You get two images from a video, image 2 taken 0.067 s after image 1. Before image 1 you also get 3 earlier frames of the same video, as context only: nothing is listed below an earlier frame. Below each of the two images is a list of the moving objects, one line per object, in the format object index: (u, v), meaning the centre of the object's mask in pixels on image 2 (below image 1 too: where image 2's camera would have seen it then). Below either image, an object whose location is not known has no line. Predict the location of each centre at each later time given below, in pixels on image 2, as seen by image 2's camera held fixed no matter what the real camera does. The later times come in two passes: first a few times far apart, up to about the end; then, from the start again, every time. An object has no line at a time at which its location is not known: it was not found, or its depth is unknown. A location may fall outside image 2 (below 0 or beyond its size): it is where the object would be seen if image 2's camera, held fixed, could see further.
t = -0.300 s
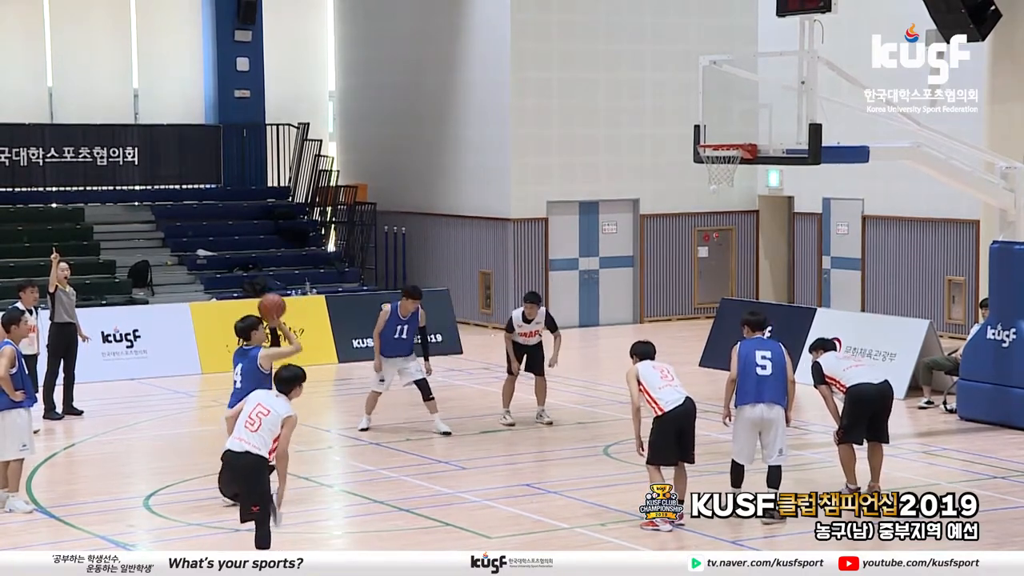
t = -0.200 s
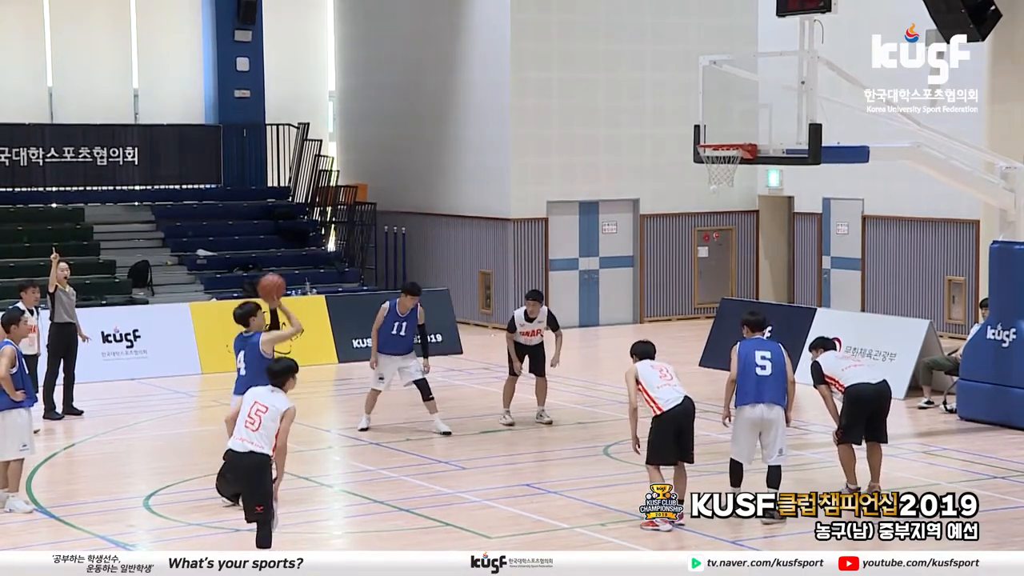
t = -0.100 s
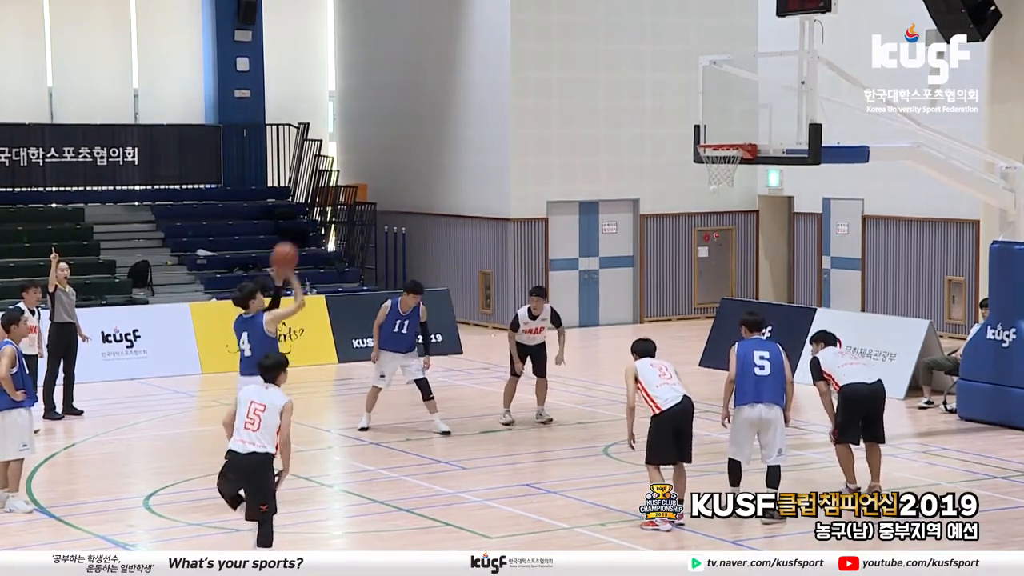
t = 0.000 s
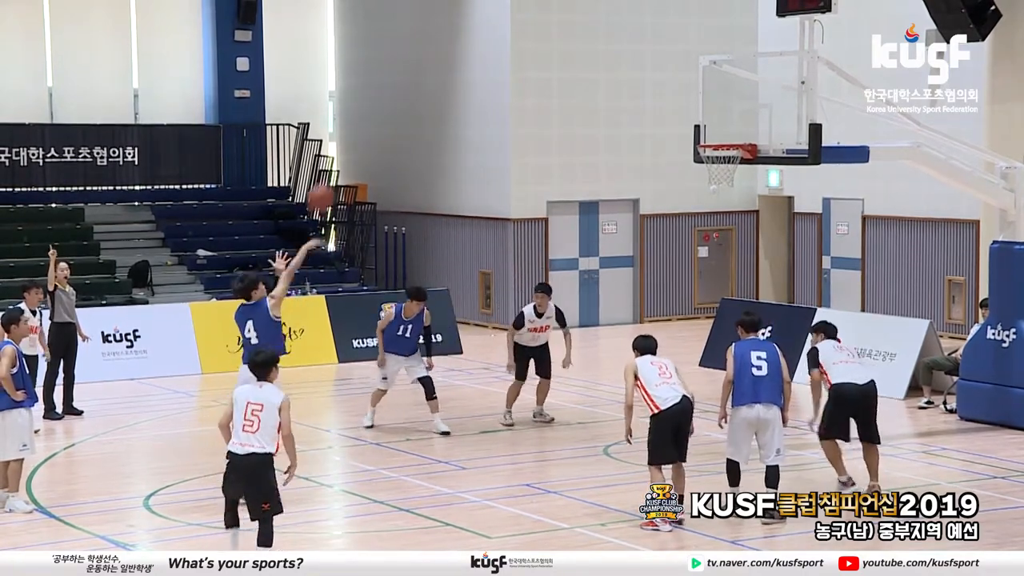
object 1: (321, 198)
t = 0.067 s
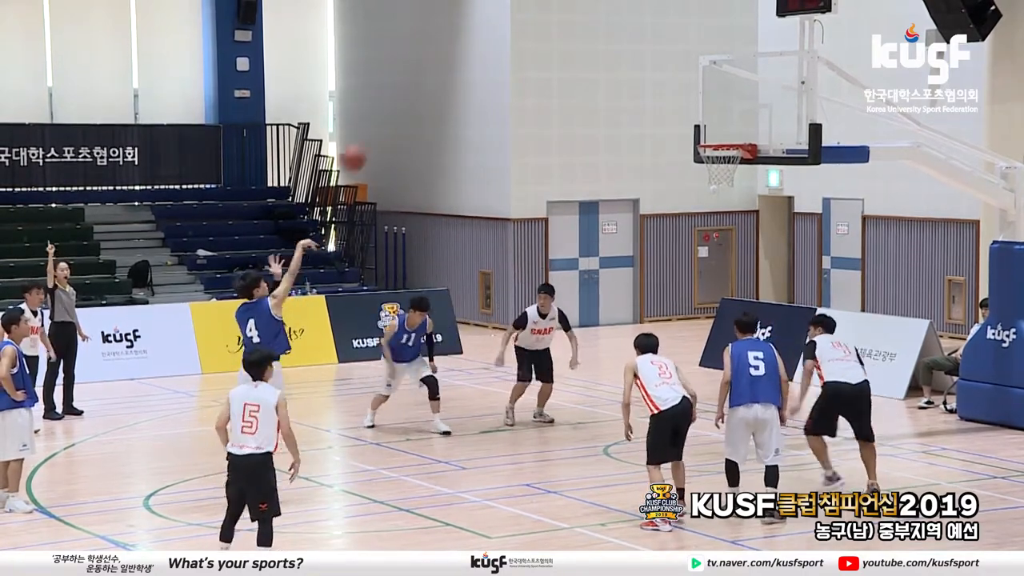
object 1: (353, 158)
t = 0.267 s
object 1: (441, 73)
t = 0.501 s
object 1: (539, 29)
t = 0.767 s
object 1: (645, 46)
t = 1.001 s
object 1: (732, 117)
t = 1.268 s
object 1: (681, 100)
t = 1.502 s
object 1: (617, 120)
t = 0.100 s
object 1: (367, 141)
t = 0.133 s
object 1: (382, 124)
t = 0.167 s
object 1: (397, 110)
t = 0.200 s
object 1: (412, 96)
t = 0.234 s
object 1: (426, 84)
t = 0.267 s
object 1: (441, 73)
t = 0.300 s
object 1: (455, 64)
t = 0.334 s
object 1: (469, 55)
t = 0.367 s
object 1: (484, 47)
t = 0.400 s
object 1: (497, 41)
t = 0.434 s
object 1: (512, 36)
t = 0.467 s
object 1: (526, 32)
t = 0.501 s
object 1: (539, 29)
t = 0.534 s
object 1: (553, 27)
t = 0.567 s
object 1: (567, 27)
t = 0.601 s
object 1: (579, 27)
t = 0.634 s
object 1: (593, 29)
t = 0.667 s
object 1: (606, 31)
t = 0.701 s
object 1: (619, 35)
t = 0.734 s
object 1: (632, 40)
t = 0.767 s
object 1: (645, 46)
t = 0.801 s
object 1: (657, 53)
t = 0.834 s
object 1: (670, 61)
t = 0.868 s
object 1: (682, 70)
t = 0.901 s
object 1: (695, 81)
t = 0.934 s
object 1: (708, 92)
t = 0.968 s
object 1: (720, 104)
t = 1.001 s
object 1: (732, 117)
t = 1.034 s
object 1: (742, 130)
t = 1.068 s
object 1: (735, 127)
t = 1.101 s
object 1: (726, 120)
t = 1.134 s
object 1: (717, 114)
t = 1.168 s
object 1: (709, 109)
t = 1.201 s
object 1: (699, 105)
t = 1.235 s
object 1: (690, 101)
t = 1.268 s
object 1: (681, 100)
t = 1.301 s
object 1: (672, 100)
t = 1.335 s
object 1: (663, 100)
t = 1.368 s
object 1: (654, 102)
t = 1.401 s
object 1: (645, 105)
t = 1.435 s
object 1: (636, 108)
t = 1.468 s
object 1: (626, 113)
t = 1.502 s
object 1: (617, 120)
